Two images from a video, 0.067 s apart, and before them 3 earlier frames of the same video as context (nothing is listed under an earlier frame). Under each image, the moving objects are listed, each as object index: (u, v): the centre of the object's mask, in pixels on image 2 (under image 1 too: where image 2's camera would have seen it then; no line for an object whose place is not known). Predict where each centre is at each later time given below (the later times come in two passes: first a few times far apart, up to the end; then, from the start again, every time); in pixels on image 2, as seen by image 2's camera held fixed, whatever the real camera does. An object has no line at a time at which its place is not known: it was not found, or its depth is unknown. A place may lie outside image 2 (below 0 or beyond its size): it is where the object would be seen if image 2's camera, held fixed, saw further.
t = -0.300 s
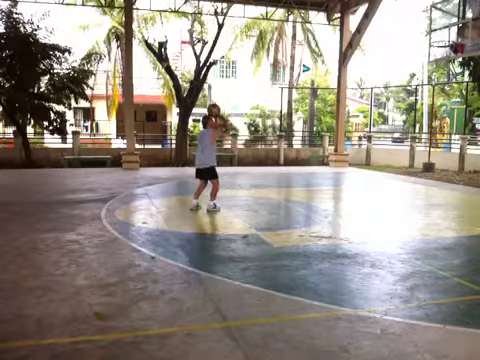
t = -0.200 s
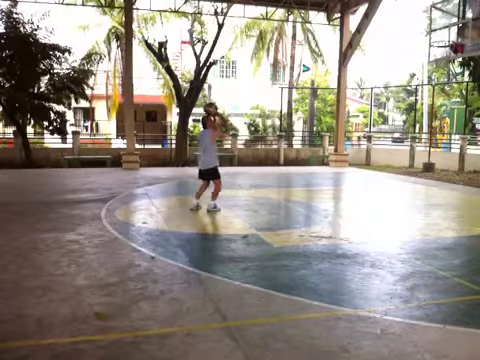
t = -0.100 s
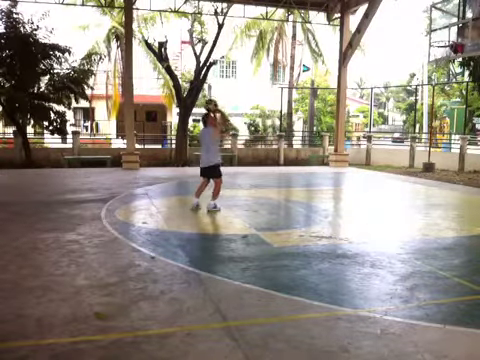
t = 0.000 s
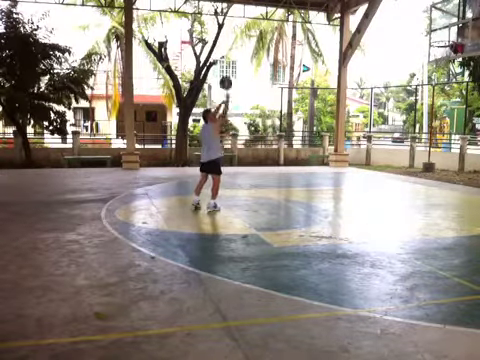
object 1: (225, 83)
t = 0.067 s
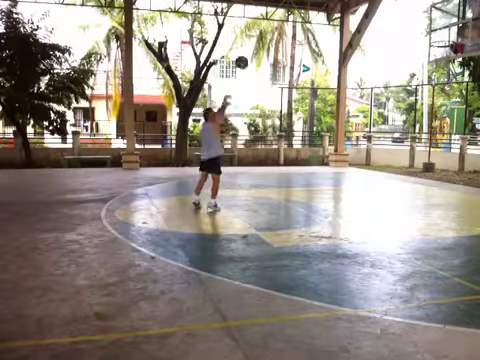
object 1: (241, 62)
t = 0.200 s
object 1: (273, 28)
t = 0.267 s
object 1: (289, 15)
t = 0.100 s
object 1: (250, 53)
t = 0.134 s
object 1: (258, 44)
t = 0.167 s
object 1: (265, 36)
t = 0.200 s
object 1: (273, 28)
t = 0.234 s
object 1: (281, 22)
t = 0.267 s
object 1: (289, 15)
